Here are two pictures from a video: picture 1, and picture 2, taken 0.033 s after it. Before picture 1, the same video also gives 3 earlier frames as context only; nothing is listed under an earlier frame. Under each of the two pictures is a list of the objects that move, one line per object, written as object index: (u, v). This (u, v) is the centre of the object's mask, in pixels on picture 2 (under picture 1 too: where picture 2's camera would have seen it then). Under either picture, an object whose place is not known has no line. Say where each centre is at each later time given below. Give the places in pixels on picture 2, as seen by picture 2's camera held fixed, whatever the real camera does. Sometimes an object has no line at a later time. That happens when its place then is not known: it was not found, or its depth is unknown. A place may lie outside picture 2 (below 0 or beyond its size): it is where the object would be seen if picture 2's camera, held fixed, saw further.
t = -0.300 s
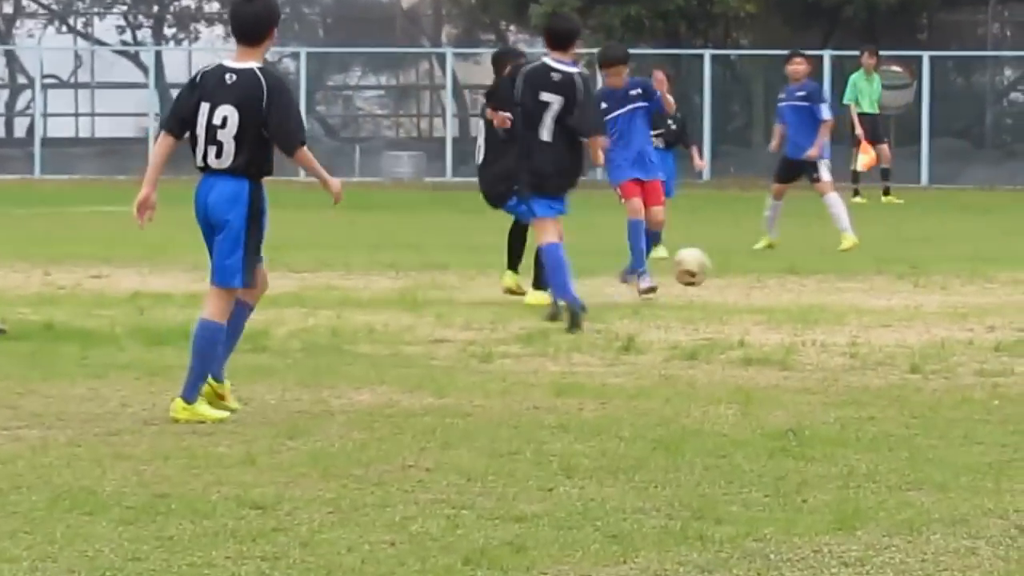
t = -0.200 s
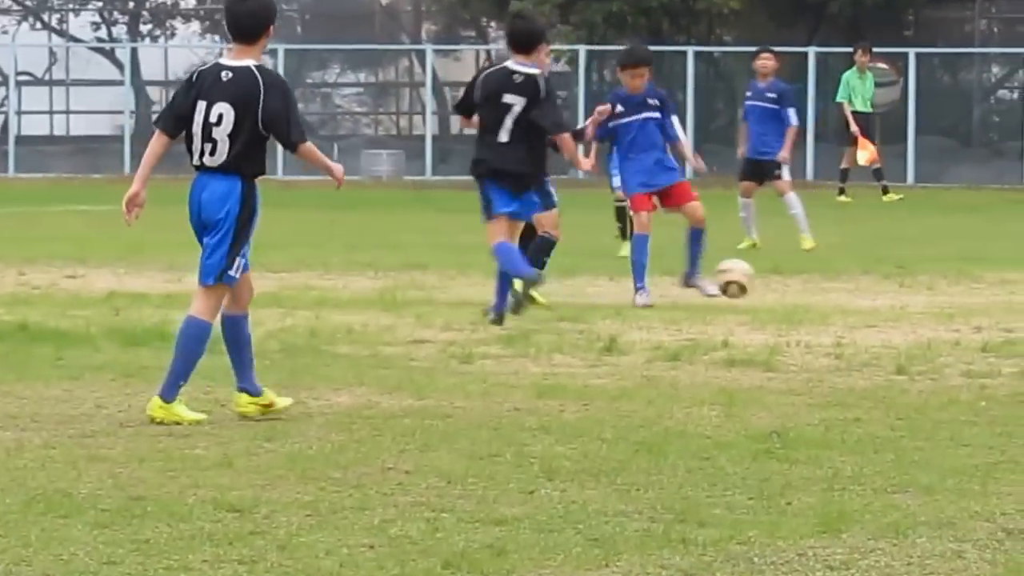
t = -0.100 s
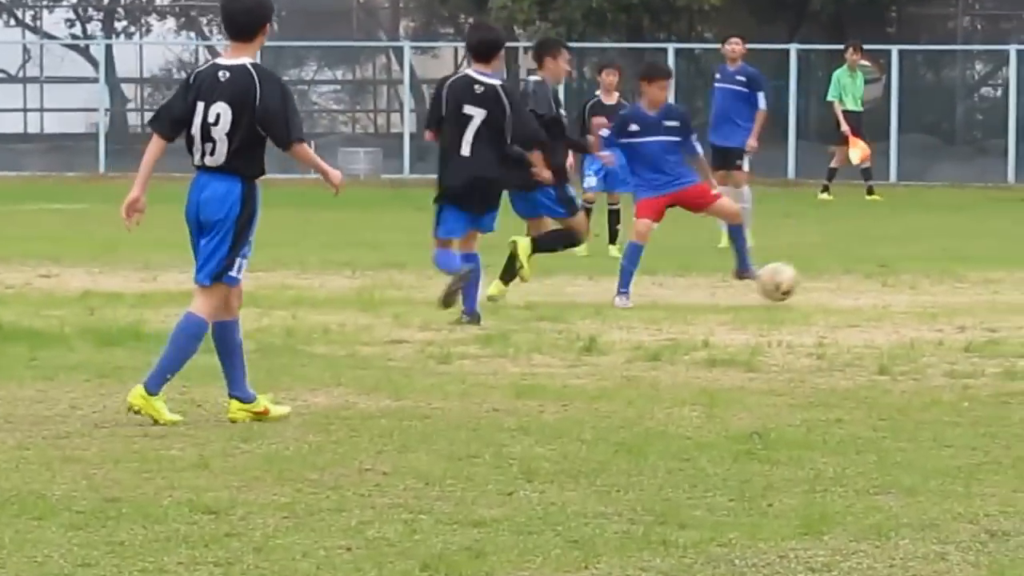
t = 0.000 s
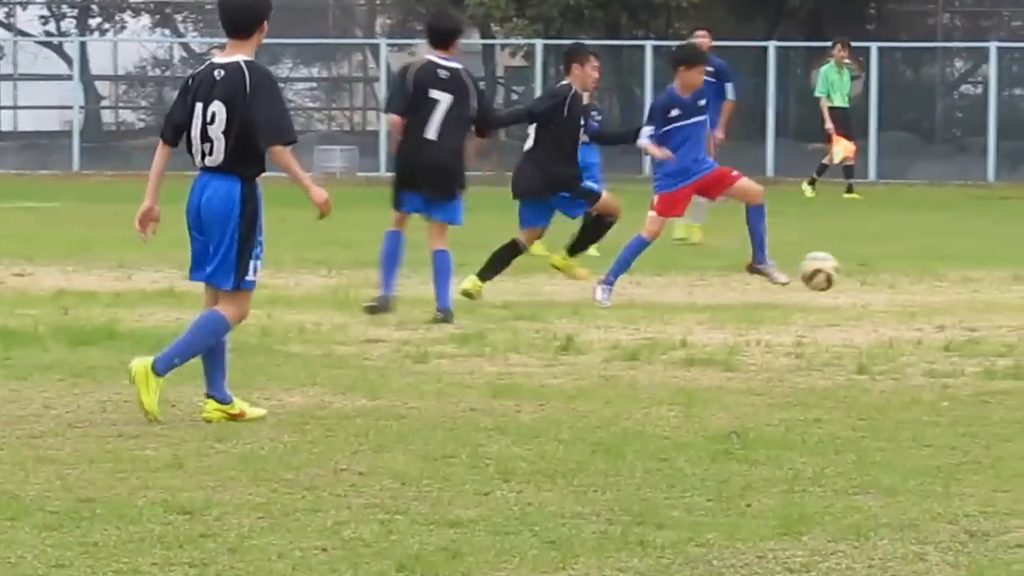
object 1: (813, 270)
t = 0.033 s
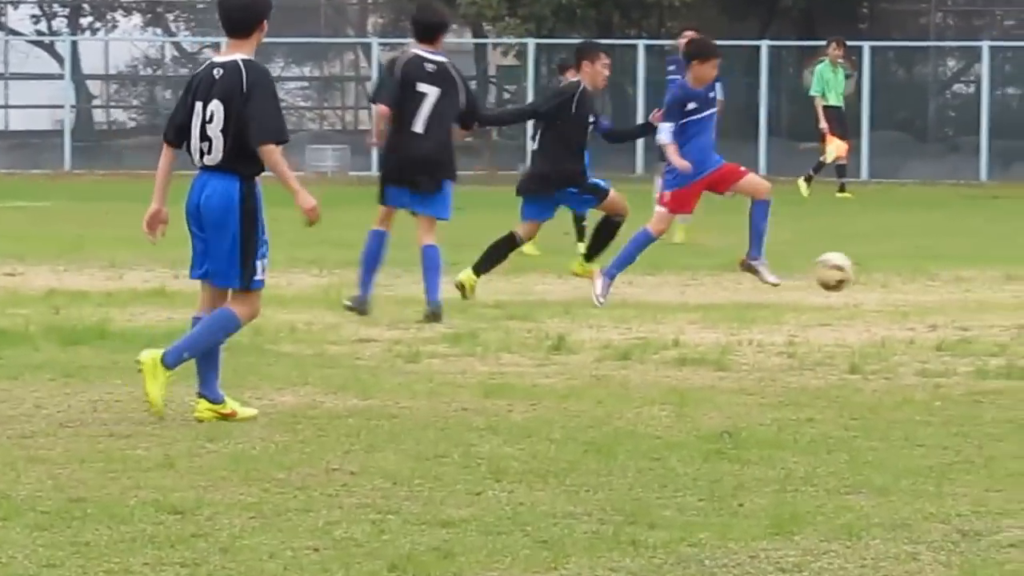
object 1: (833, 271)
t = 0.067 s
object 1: (853, 275)
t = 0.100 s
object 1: (872, 280)
